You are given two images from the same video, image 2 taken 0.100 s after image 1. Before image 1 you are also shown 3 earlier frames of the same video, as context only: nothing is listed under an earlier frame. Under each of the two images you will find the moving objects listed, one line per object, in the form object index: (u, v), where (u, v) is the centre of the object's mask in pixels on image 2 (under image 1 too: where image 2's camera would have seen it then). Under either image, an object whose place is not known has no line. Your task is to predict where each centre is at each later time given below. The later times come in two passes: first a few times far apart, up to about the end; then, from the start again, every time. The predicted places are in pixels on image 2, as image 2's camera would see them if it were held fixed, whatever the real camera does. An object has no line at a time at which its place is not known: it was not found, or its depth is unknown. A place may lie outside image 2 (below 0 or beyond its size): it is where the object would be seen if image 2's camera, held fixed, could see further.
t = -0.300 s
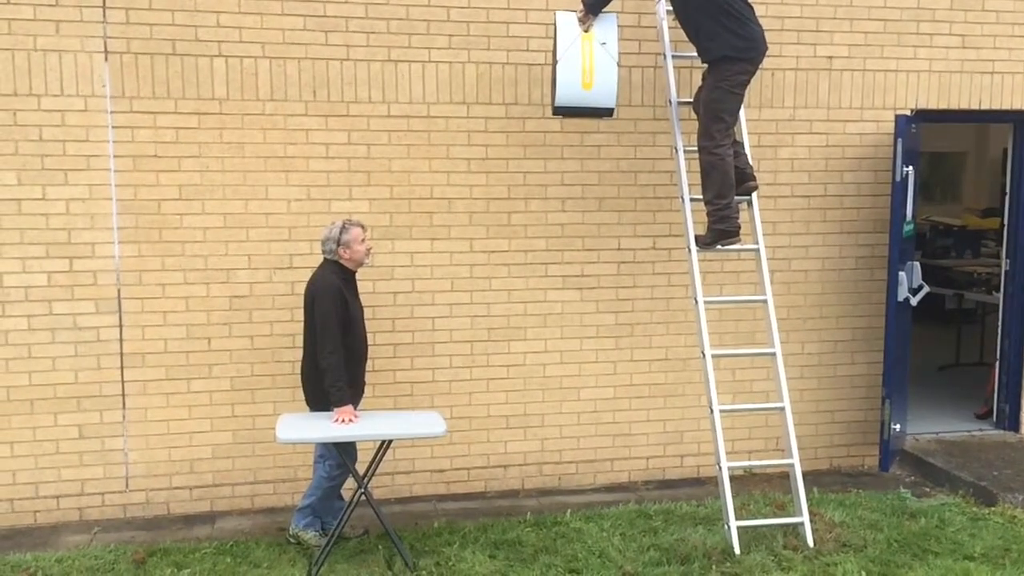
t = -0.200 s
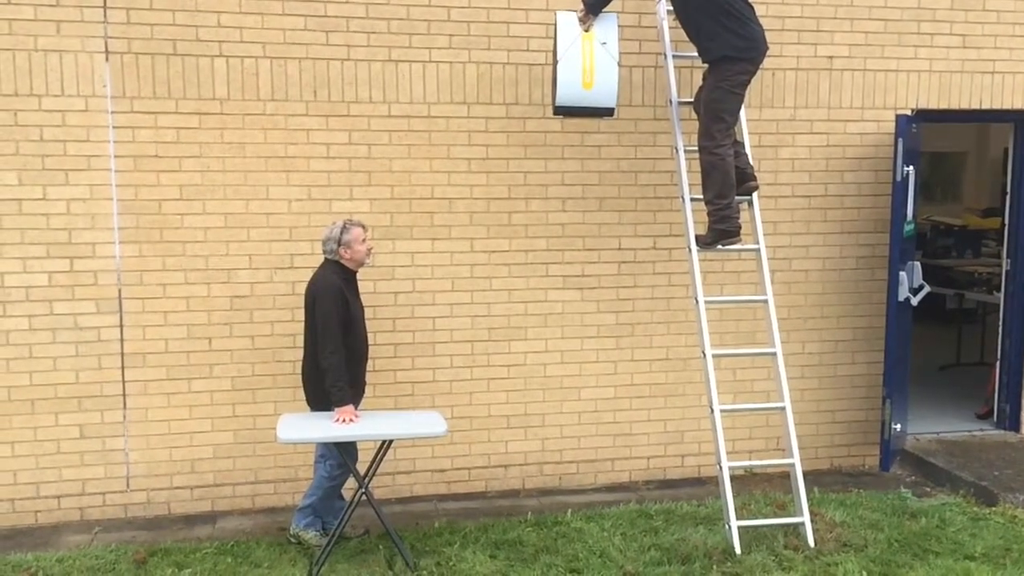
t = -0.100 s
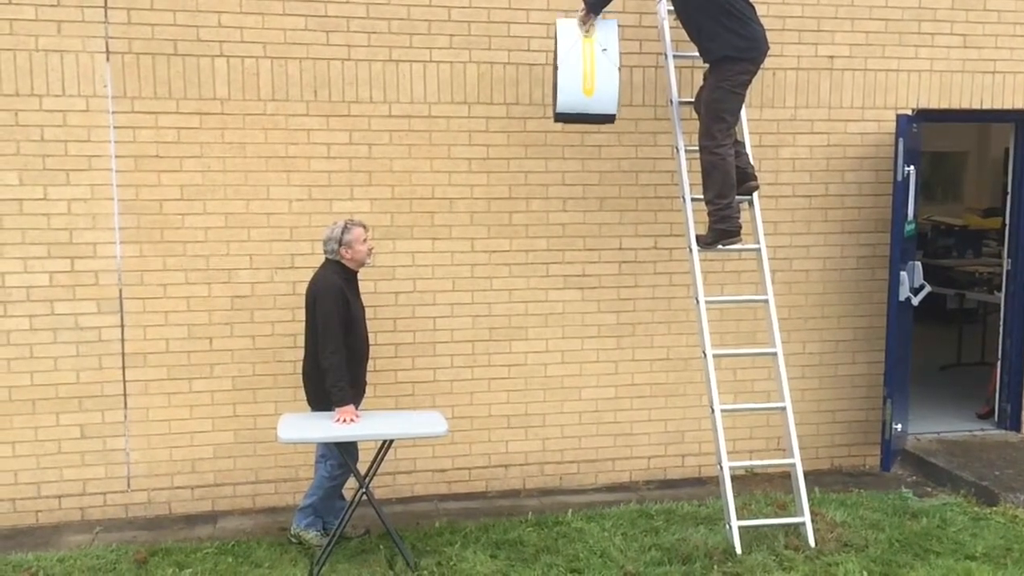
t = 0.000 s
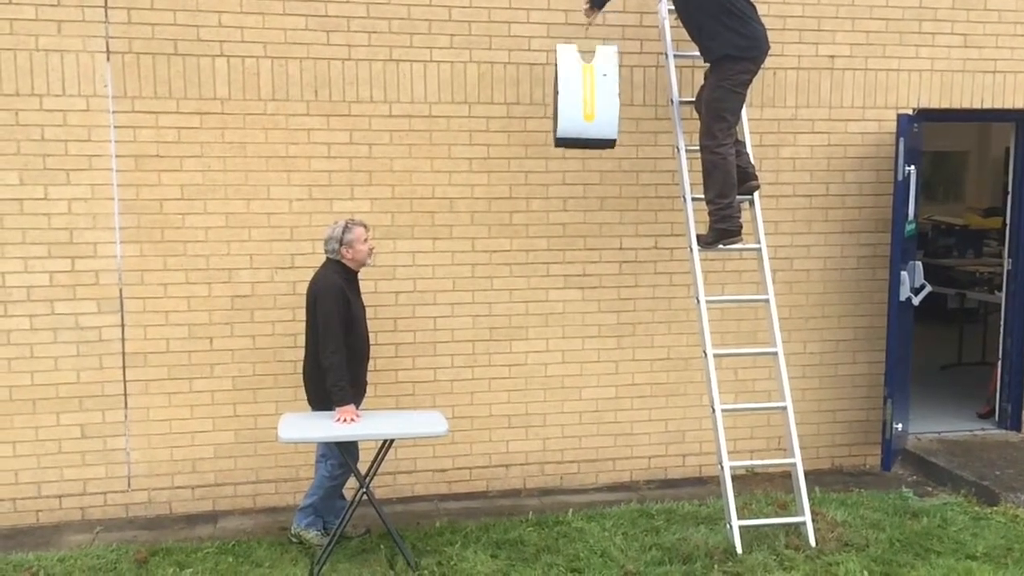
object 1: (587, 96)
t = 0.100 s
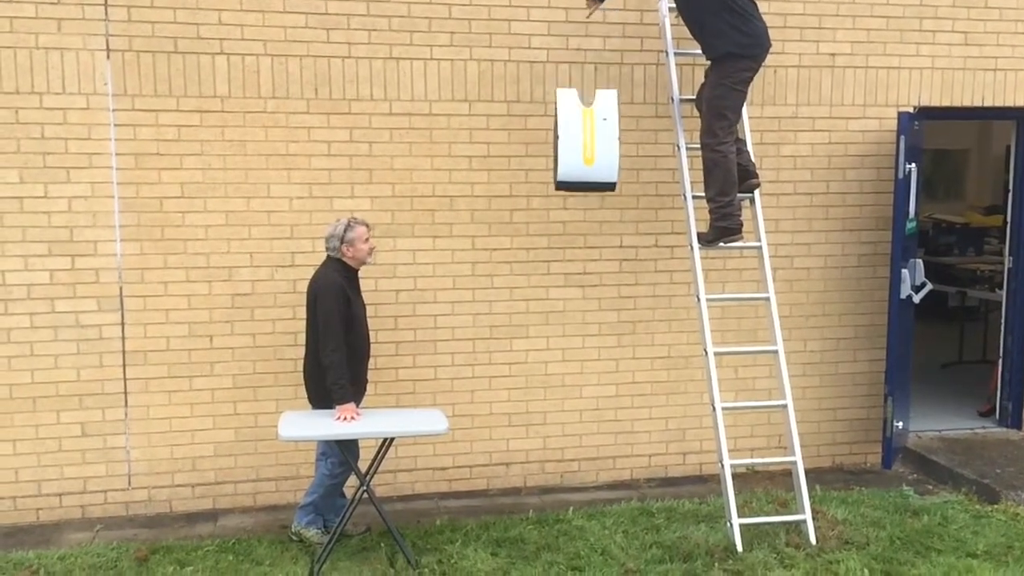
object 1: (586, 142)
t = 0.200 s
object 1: (586, 207)
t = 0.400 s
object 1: (585, 391)
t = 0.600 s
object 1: (579, 461)
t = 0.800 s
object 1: (568, 463)
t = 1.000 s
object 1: (573, 490)
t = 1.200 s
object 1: (583, 530)
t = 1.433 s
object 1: (584, 533)
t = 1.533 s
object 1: (583, 531)
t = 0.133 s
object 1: (586, 161)
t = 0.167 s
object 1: (586, 183)
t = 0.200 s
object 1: (586, 207)
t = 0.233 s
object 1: (585, 233)
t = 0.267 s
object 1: (585, 260)
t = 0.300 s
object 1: (585, 290)
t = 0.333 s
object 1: (585, 322)
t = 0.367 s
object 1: (584, 355)
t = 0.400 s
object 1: (585, 391)
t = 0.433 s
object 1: (585, 428)
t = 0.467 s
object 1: (584, 467)
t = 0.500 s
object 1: (583, 486)
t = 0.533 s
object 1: (582, 478)
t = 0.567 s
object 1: (581, 469)
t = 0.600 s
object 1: (579, 461)
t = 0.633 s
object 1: (577, 457)
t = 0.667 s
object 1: (575, 454)
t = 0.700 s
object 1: (573, 454)
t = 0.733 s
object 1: (572, 455)
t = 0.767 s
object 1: (570, 458)
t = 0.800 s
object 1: (568, 463)
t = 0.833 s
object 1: (566, 472)
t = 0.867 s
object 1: (564, 480)
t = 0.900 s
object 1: (564, 486)
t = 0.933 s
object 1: (567, 485)
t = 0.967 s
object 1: (569, 487)
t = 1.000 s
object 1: (573, 490)
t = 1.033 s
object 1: (575, 495)
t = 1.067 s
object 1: (578, 500)
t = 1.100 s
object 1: (581, 506)
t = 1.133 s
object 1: (581, 515)
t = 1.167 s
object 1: (582, 524)
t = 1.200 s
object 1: (583, 530)
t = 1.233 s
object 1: (584, 533)
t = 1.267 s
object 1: (584, 532)
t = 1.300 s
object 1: (584, 532)
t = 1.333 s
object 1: (584, 531)
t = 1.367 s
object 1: (584, 531)
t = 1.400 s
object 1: (584, 532)
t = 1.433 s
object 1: (584, 533)
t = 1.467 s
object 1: (583, 533)
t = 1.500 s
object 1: (583, 532)
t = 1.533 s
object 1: (583, 531)
